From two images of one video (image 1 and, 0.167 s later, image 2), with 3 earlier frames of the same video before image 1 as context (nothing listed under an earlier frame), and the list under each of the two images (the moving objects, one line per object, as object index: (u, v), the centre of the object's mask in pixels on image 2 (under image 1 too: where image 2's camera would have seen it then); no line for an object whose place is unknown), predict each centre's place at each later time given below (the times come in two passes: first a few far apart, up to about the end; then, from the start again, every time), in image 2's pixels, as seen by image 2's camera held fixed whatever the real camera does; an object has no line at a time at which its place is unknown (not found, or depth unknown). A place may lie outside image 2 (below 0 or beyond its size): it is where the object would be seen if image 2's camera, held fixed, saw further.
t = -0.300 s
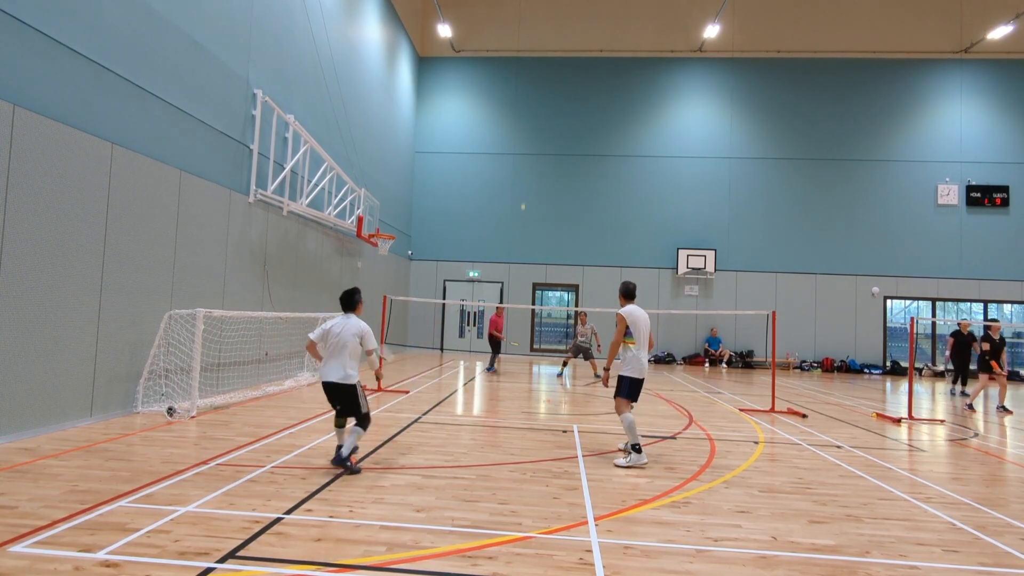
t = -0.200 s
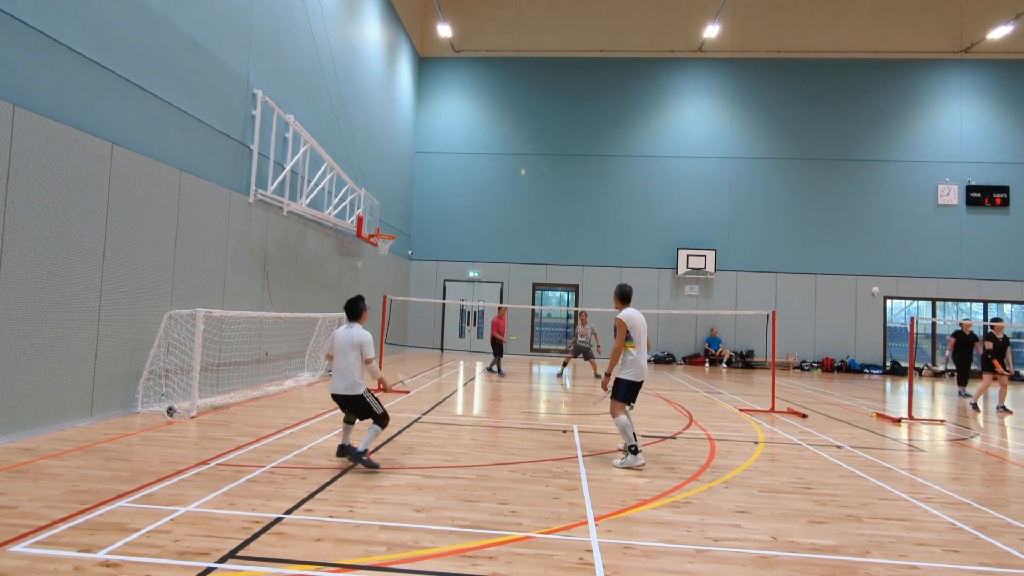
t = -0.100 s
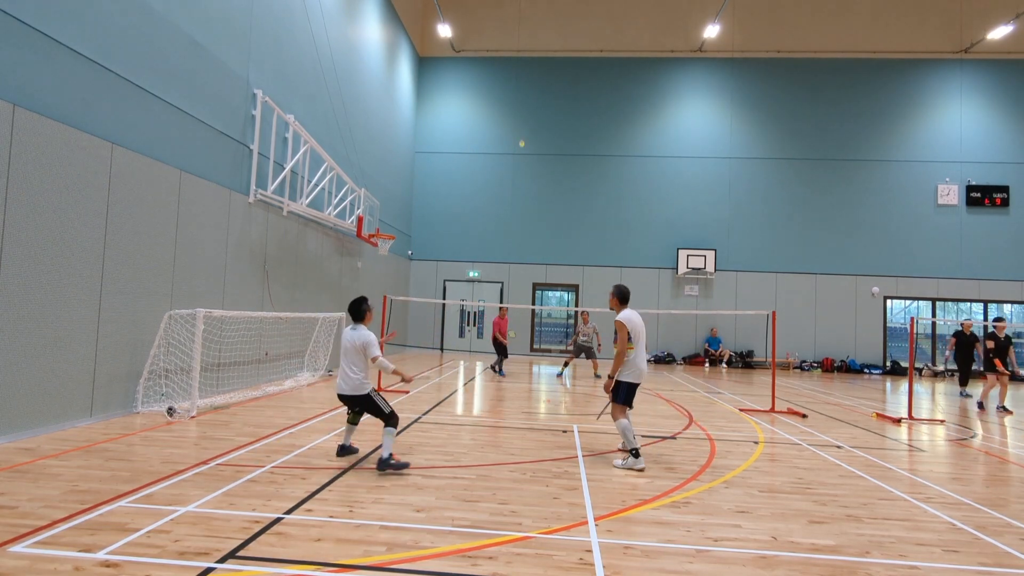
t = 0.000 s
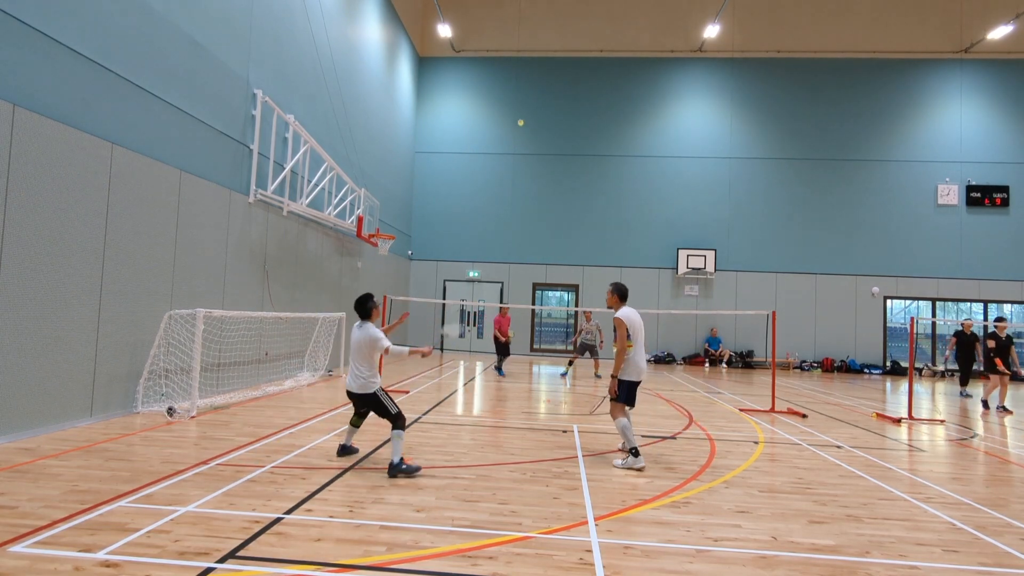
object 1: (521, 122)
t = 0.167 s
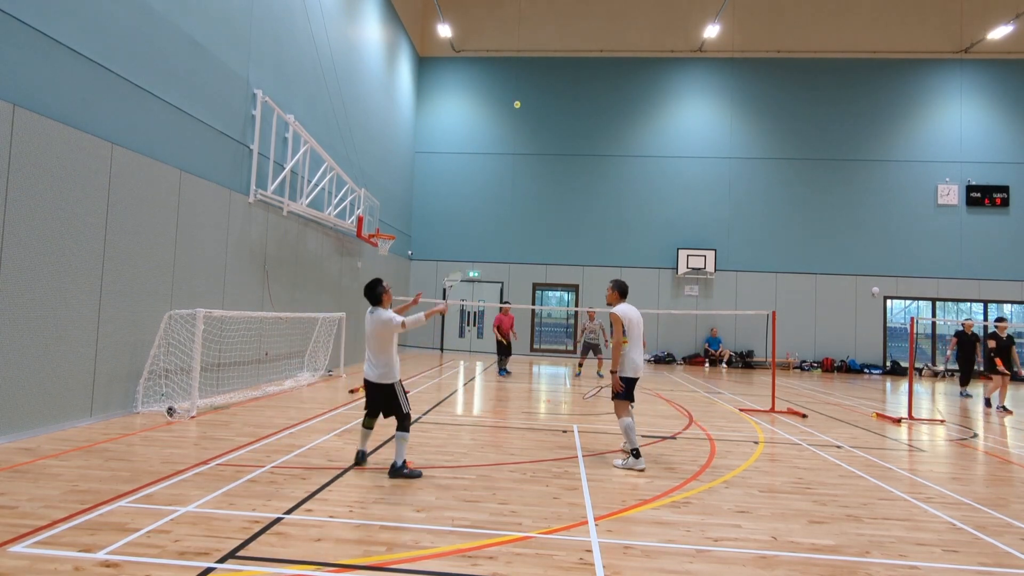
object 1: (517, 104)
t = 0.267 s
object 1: (514, 105)
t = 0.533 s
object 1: (500, 162)
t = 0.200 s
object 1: (516, 103)
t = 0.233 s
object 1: (515, 104)
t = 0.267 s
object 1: (514, 105)
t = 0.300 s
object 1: (512, 107)
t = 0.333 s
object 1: (511, 111)
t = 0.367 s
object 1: (509, 116)
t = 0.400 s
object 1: (507, 122)
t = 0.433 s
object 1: (506, 130)
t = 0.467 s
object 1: (504, 139)
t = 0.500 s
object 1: (502, 150)
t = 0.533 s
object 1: (500, 162)
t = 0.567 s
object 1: (498, 175)
